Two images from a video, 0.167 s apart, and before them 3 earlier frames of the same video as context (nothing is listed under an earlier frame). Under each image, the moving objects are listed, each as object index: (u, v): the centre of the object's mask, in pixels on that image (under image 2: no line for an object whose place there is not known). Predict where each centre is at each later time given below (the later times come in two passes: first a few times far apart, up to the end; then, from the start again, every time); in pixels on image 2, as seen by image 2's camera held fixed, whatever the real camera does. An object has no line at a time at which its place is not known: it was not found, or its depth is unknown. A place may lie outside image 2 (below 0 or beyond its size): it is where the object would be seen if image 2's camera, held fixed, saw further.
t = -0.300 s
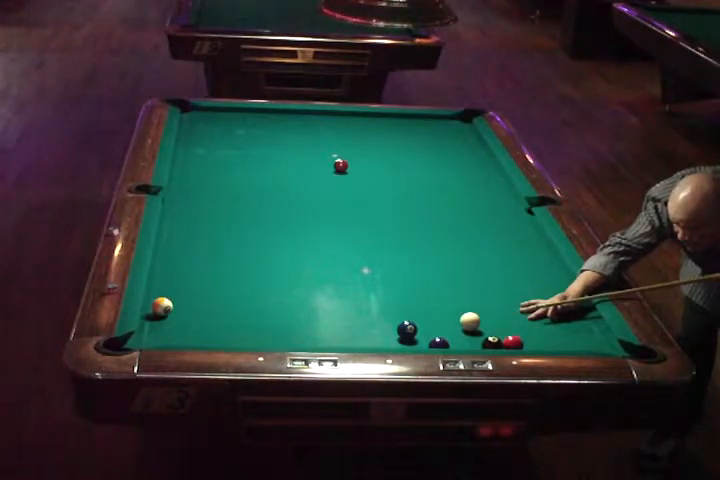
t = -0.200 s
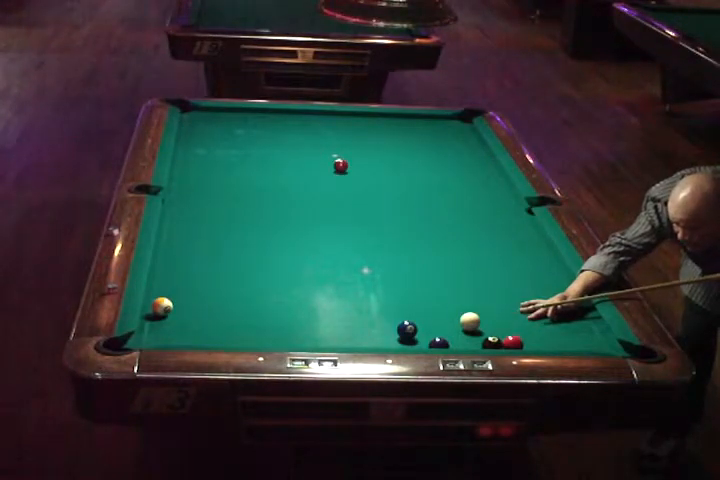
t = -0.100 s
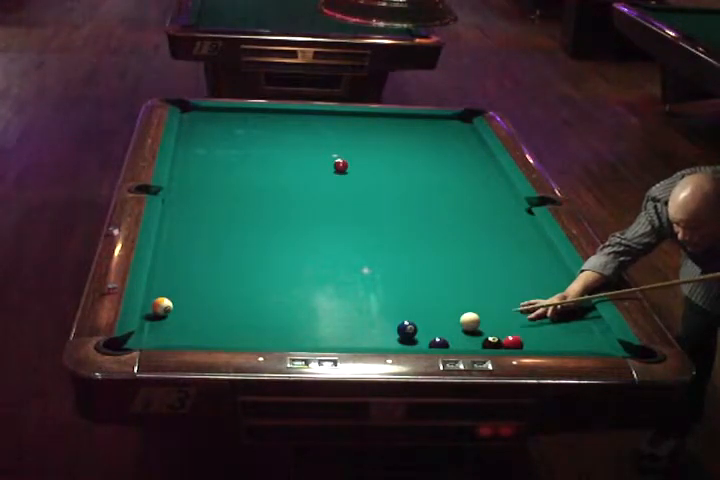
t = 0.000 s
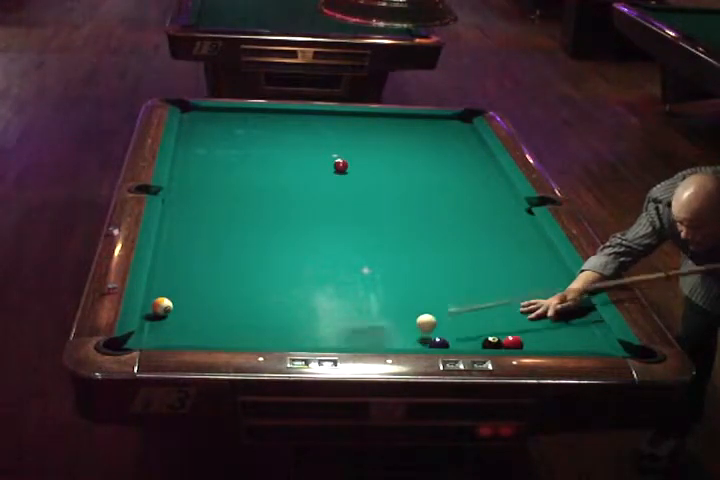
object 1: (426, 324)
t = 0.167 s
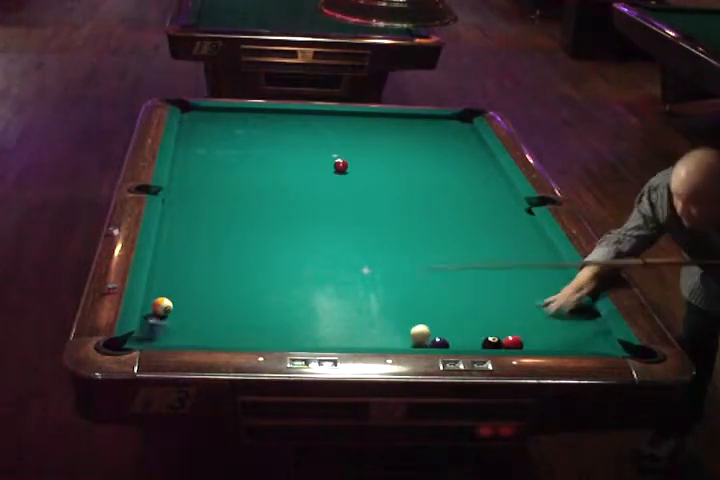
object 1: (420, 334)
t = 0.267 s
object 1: (408, 339)
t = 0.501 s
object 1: (378, 339)
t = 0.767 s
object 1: (350, 334)
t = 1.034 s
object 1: (326, 327)
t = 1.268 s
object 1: (306, 321)
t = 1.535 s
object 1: (286, 315)
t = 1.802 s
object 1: (269, 310)
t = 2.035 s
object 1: (255, 306)
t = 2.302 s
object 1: (242, 301)
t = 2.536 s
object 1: (232, 298)
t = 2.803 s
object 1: (222, 295)
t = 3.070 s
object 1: (214, 293)
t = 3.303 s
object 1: (208, 291)
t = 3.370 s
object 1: (207, 290)
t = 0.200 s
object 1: (417, 337)
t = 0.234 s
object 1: (413, 338)
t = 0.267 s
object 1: (408, 339)
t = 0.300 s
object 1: (402, 340)
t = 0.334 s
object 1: (397, 342)
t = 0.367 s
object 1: (393, 342)
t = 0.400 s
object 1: (389, 341)
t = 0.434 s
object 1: (385, 341)
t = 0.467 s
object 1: (382, 340)
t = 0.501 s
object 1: (378, 339)
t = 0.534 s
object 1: (374, 339)
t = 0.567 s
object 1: (370, 338)
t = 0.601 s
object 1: (367, 337)
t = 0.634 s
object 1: (364, 337)
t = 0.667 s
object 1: (360, 336)
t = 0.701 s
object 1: (357, 335)
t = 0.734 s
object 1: (354, 335)
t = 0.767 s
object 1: (350, 334)
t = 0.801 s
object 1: (347, 333)
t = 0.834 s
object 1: (344, 332)
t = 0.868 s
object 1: (341, 332)
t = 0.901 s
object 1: (337, 331)
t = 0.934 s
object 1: (335, 330)
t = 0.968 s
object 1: (332, 329)
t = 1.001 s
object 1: (329, 328)
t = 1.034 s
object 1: (326, 327)
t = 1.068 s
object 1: (323, 326)
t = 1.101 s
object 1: (320, 325)
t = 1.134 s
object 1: (317, 324)
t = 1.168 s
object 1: (314, 323)
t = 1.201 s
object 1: (312, 323)
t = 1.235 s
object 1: (309, 322)
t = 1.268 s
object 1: (306, 321)
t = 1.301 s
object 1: (304, 320)
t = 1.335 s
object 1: (301, 319)
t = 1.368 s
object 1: (298, 319)
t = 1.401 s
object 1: (296, 318)
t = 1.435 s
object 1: (294, 317)
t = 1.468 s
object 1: (291, 316)
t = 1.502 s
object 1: (289, 315)
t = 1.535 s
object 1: (286, 315)
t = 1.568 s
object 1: (284, 314)
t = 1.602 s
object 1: (282, 313)
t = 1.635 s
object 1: (280, 313)
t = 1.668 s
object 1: (278, 312)
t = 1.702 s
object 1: (275, 312)
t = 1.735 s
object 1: (273, 311)
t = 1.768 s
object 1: (271, 310)
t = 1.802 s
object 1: (269, 310)
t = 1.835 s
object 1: (267, 309)
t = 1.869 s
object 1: (265, 308)
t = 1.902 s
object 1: (263, 308)
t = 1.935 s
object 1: (261, 307)
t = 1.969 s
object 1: (259, 306)
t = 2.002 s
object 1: (257, 306)
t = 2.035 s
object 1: (255, 306)
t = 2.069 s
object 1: (253, 305)
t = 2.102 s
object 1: (252, 304)
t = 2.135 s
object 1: (250, 304)
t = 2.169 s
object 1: (248, 303)
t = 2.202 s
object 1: (247, 303)
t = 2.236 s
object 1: (245, 302)
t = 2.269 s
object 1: (243, 302)
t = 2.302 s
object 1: (242, 301)
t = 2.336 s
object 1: (241, 301)
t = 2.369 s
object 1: (239, 300)
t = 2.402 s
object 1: (238, 300)
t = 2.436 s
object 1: (236, 299)
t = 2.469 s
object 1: (235, 299)
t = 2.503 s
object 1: (233, 299)
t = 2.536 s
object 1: (232, 298)
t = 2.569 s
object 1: (230, 297)
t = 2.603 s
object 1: (229, 297)
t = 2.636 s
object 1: (228, 297)
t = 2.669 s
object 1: (226, 297)
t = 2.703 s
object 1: (225, 296)
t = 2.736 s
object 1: (224, 296)
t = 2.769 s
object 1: (223, 295)
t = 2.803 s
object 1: (222, 295)
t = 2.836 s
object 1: (221, 295)
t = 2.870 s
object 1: (219, 295)
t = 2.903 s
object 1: (219, 294)
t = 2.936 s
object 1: (218, 294)
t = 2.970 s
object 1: (217, 293)
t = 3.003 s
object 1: (216, 293)
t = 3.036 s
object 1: (215, 293)
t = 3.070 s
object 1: (214, 293)
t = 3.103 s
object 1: (213, 292)
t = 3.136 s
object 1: (212, 292)
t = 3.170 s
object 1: (211, 292)
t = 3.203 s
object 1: (210, 291)
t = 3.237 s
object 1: (210, 291)
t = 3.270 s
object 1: (209, 291)
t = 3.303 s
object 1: (208, 291)
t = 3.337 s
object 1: (208, 290)
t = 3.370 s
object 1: (207, 290)
